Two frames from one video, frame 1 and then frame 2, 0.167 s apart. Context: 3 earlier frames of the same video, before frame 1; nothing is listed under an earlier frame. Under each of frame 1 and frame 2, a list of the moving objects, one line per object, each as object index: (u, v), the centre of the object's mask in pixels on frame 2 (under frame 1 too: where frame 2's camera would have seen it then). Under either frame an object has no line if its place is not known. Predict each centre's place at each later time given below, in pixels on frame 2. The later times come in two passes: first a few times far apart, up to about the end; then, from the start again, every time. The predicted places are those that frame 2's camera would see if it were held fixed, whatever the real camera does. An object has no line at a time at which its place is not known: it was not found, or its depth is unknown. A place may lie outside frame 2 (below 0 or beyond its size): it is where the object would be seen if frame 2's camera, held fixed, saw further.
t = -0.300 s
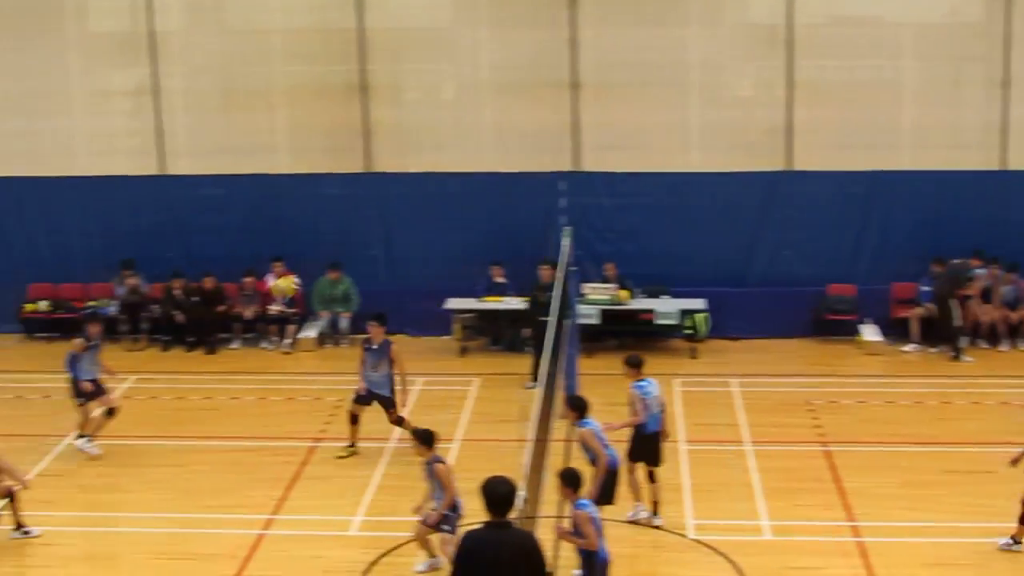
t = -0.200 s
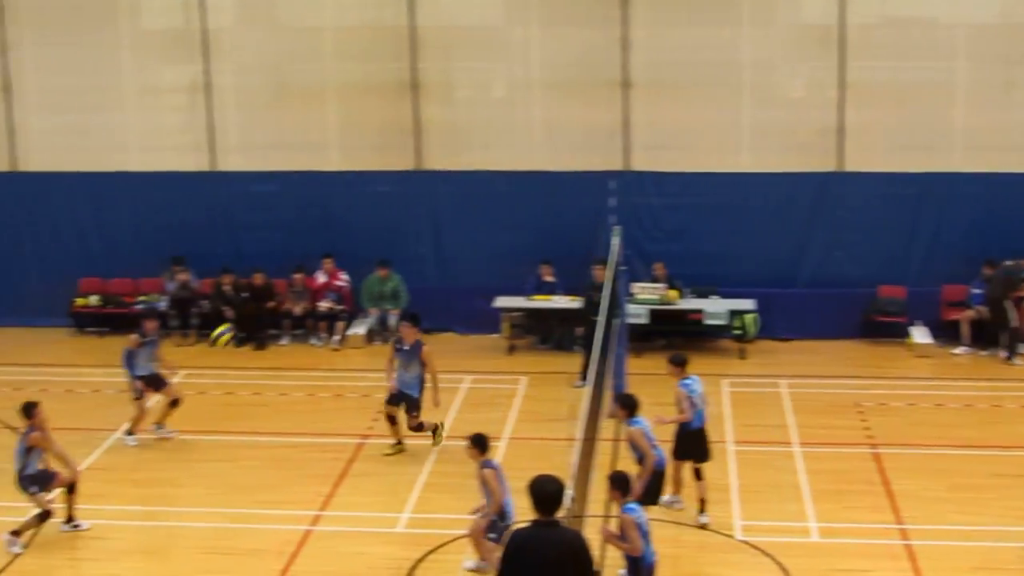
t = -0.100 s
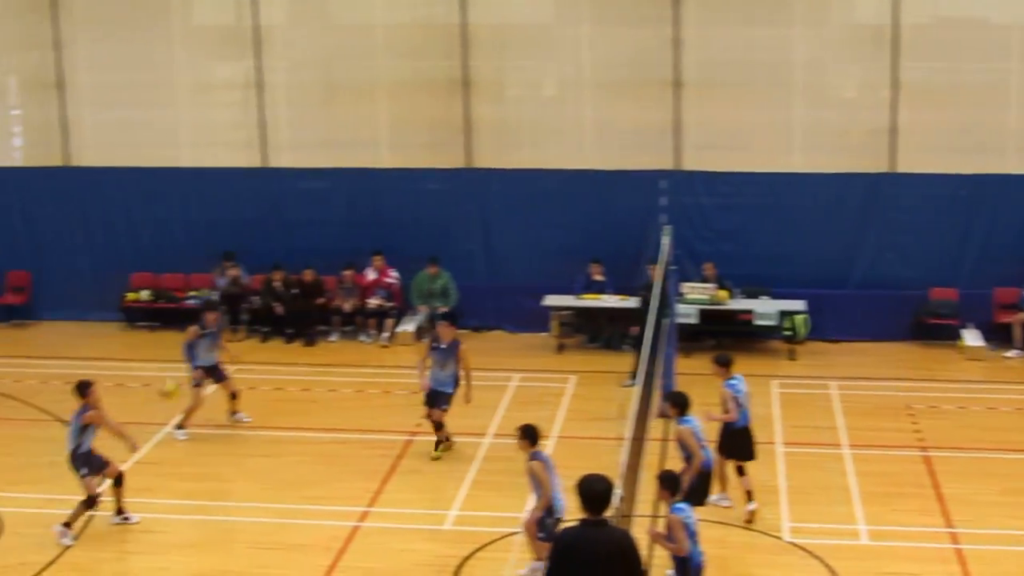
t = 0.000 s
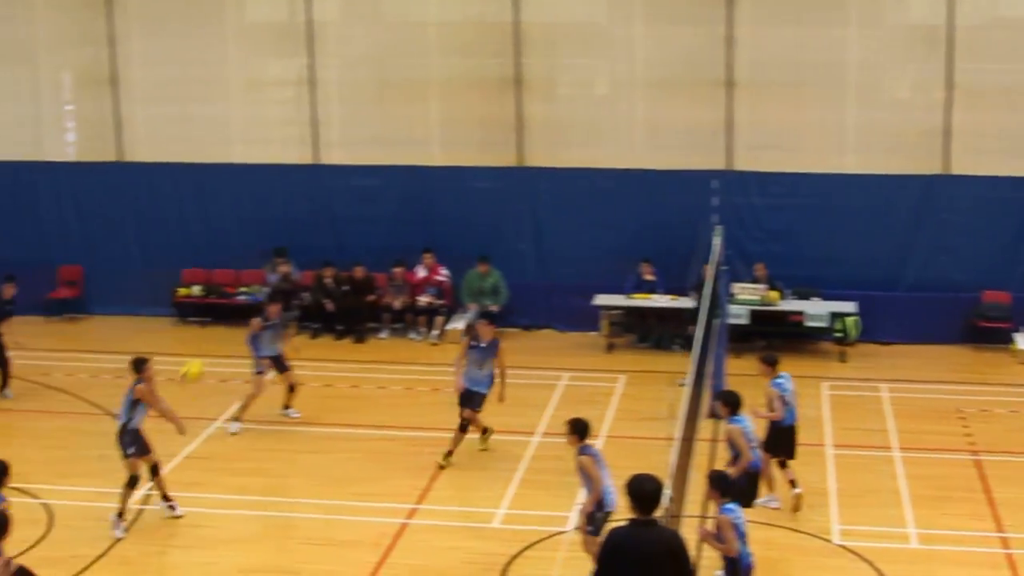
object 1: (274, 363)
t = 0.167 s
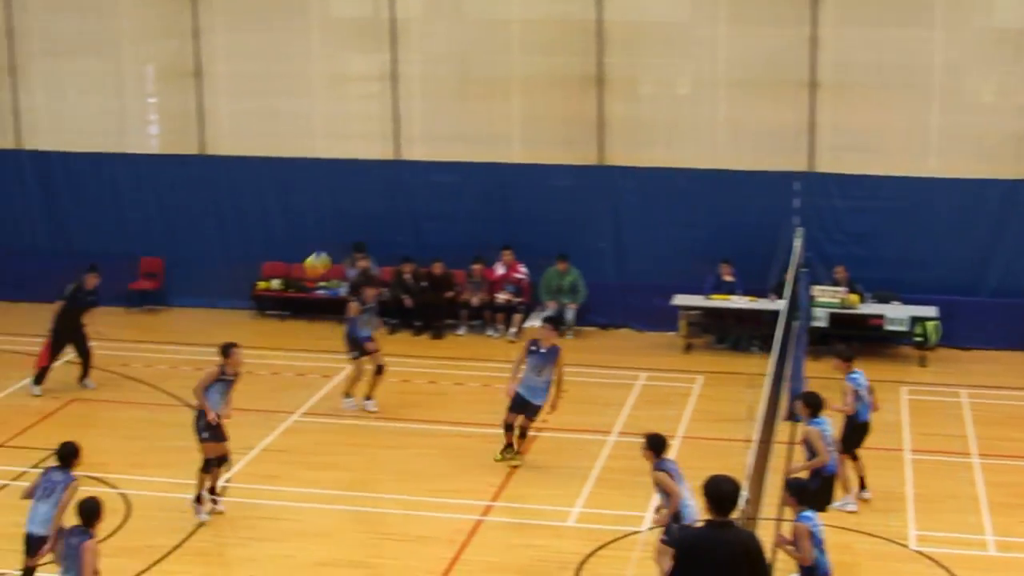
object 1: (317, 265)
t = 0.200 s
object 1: (326, 248)
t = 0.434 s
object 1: (393, 149)
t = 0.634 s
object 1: (460, 108)
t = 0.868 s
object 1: (536, 115)
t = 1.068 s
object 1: (603, 169)
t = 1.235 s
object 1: (659, 246)
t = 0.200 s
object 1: (326, 248)
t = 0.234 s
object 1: (335, 230)
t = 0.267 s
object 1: (345, 214)
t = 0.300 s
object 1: (353, 199)
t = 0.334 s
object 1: (363, 185)
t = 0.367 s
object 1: (373, 171)
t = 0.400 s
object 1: (382, 159)
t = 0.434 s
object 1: (393, 149)
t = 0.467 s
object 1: (403, 140)
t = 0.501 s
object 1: (416, 131)
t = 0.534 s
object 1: (427, 124)
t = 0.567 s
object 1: (438, 118)
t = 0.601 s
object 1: (449, 112)
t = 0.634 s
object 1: (460, 108)
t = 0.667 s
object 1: (471, 105)
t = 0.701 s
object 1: (481, 104)
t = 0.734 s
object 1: (492, 103)
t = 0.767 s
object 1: (502, 104)
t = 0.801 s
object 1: (513, 107)
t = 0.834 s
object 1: (524, 110)
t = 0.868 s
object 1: (536, 115)
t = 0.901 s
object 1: (548, 120)
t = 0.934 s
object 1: (559, 127)
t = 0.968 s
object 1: (570, 135)
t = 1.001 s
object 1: (581, 144)
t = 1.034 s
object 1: (593, 156)
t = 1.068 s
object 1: (603, 169)
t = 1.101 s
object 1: (614, 182)
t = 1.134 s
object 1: (626, 196)
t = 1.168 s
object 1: (637, 212)
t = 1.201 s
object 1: (647, 229)
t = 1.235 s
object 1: (659, 246)
